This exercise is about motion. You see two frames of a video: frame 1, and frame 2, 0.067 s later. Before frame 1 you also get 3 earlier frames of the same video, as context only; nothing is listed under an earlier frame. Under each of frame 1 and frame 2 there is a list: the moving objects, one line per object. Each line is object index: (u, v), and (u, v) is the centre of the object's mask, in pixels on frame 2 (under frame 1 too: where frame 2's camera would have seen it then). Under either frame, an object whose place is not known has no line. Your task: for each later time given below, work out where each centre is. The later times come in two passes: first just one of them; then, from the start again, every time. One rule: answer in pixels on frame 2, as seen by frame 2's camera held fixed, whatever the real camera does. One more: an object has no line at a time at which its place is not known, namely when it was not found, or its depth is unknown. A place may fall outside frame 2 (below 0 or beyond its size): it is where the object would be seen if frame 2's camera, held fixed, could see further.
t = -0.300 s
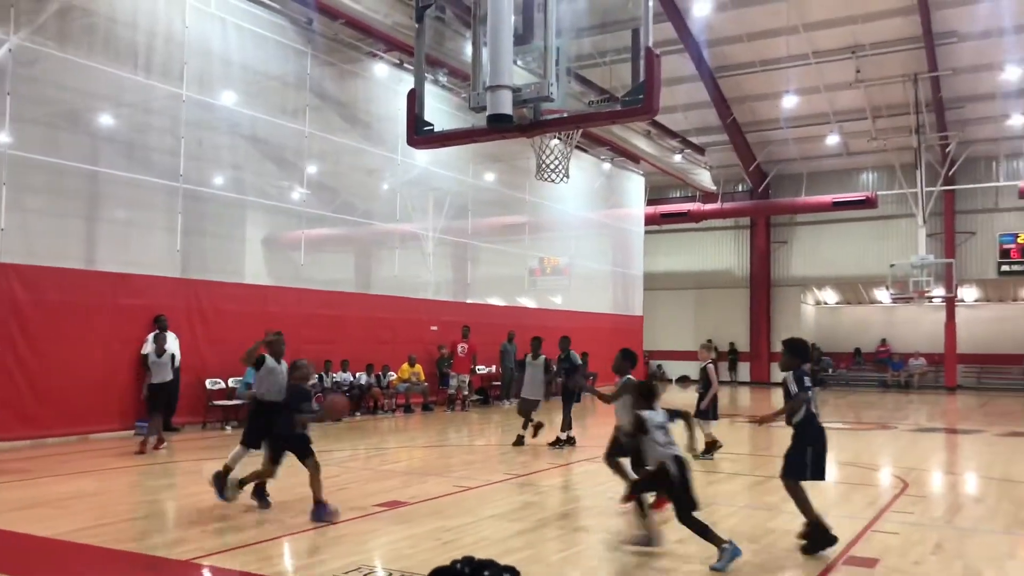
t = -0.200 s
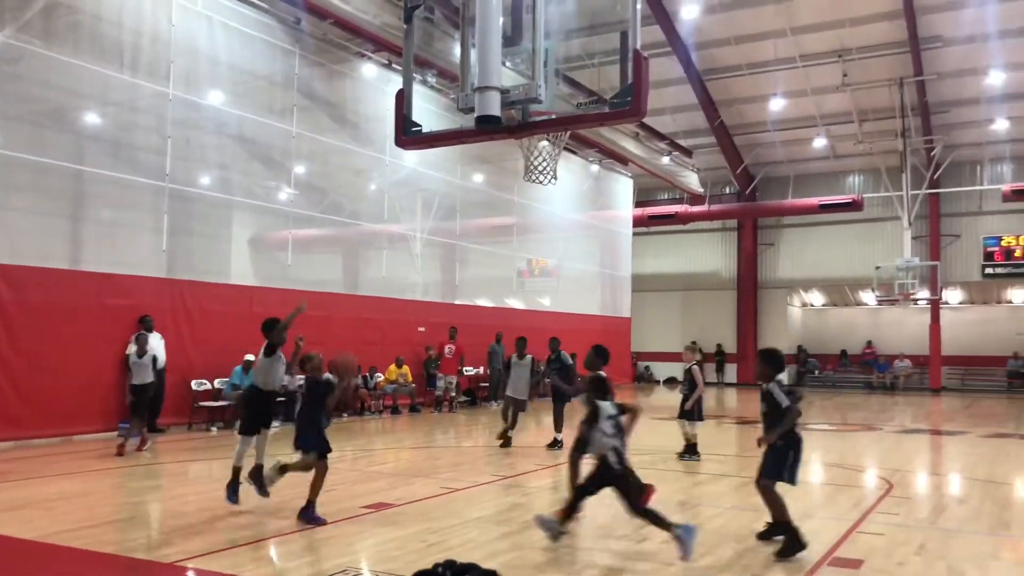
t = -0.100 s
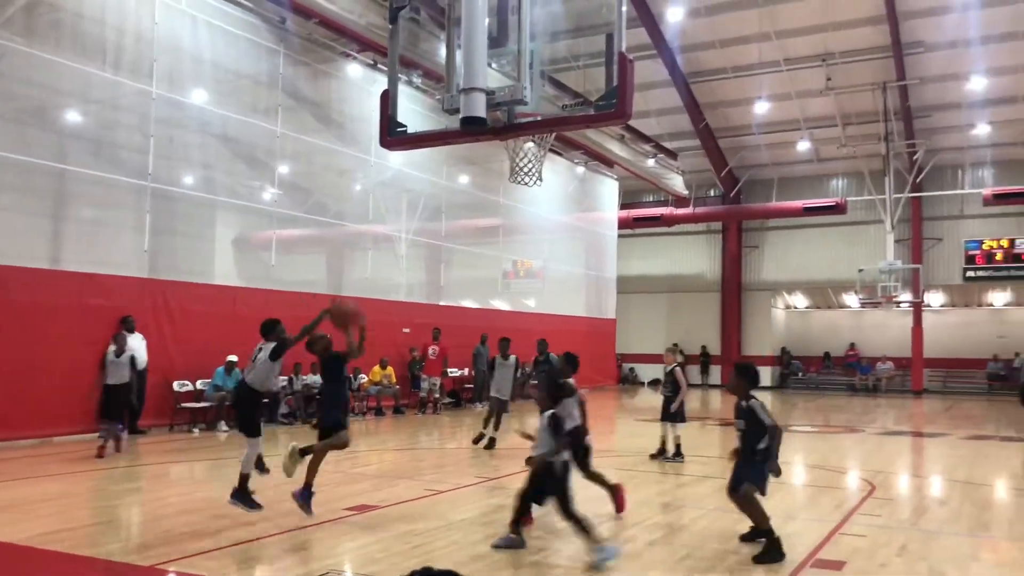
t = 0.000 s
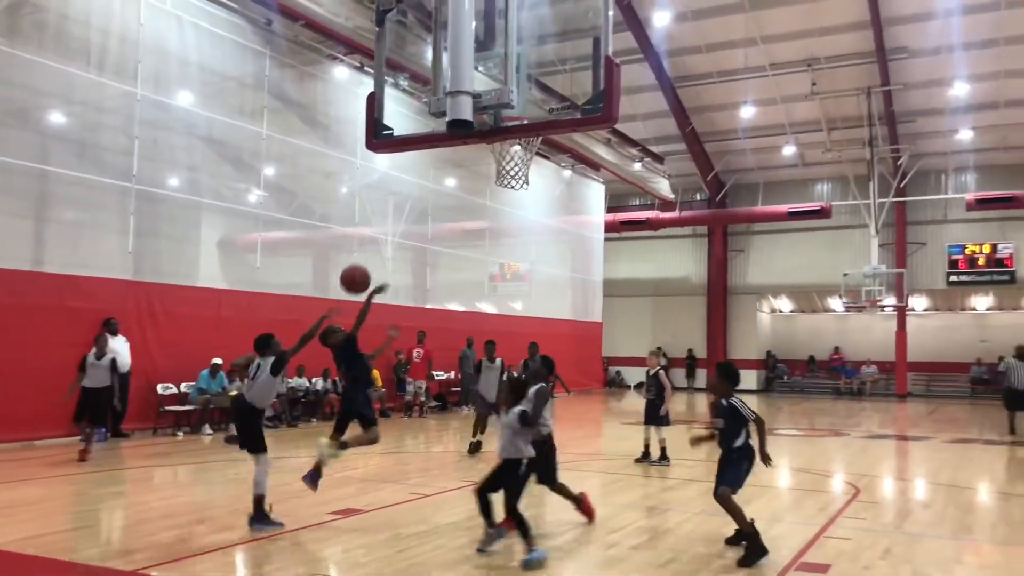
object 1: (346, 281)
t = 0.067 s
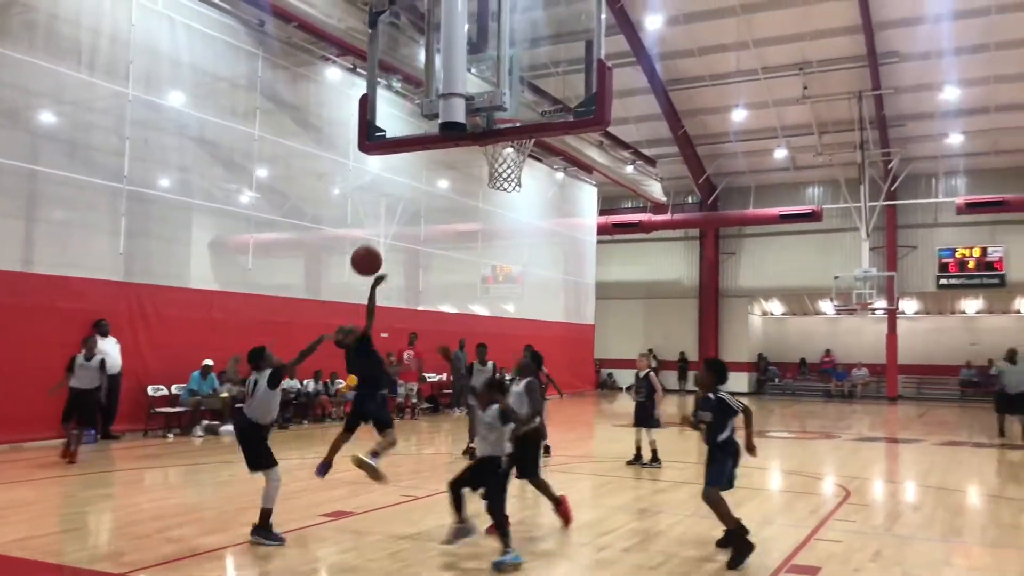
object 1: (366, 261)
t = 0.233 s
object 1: (419, 232)
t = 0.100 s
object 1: (376, 252)
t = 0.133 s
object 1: (387, 245)
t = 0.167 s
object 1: (397, 239)
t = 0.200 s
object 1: (408, 235)
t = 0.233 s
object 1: (419, 232)
